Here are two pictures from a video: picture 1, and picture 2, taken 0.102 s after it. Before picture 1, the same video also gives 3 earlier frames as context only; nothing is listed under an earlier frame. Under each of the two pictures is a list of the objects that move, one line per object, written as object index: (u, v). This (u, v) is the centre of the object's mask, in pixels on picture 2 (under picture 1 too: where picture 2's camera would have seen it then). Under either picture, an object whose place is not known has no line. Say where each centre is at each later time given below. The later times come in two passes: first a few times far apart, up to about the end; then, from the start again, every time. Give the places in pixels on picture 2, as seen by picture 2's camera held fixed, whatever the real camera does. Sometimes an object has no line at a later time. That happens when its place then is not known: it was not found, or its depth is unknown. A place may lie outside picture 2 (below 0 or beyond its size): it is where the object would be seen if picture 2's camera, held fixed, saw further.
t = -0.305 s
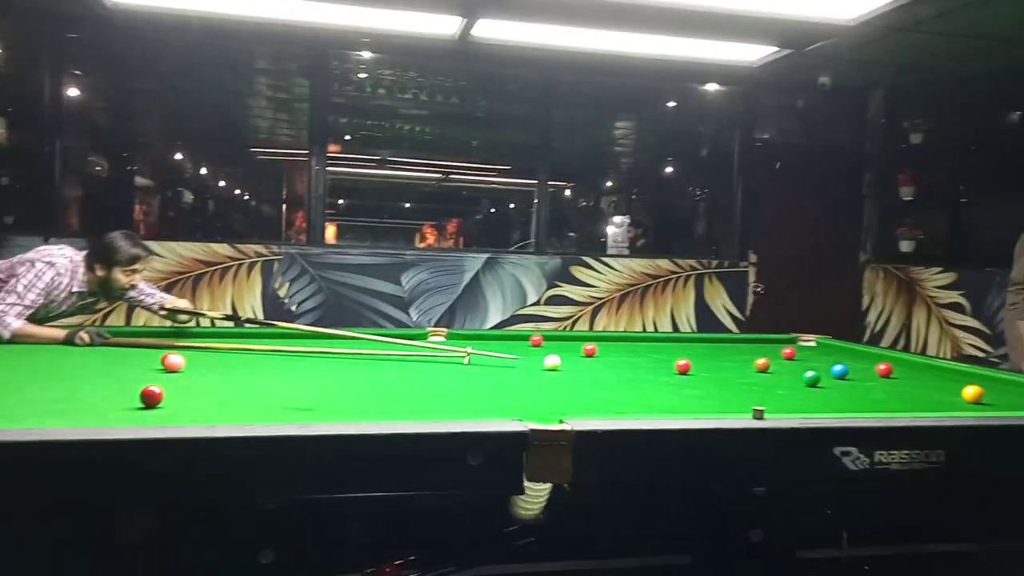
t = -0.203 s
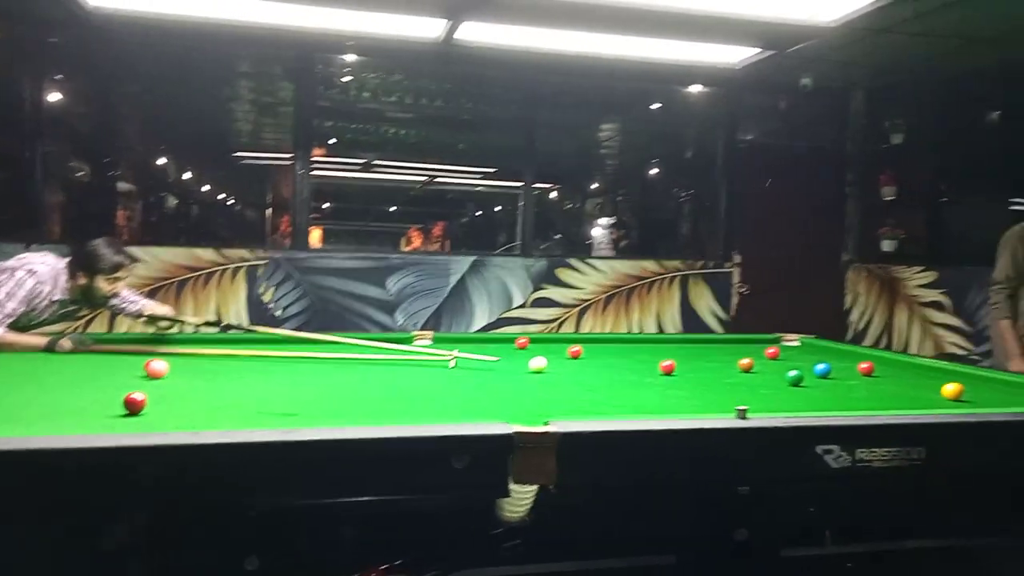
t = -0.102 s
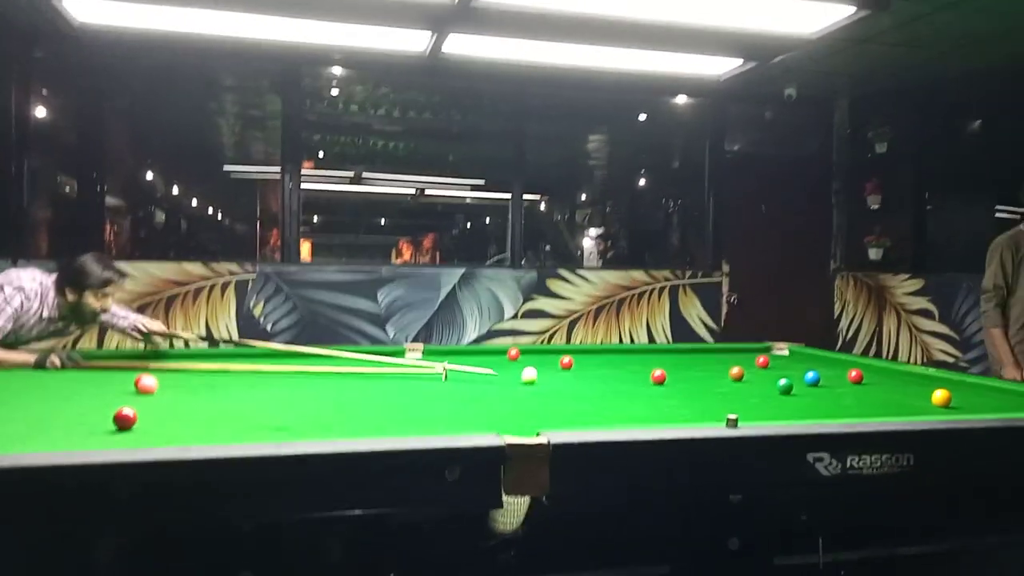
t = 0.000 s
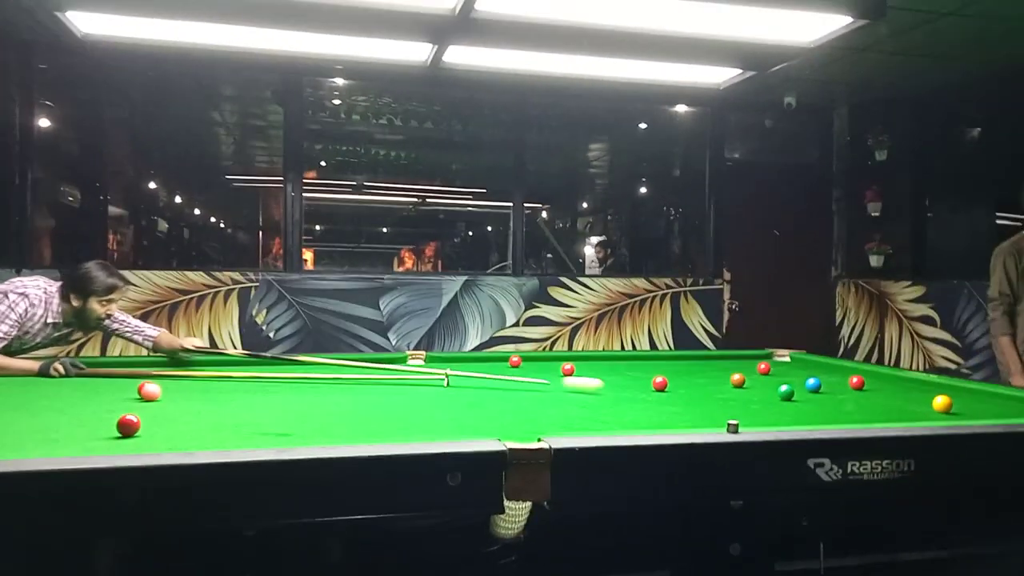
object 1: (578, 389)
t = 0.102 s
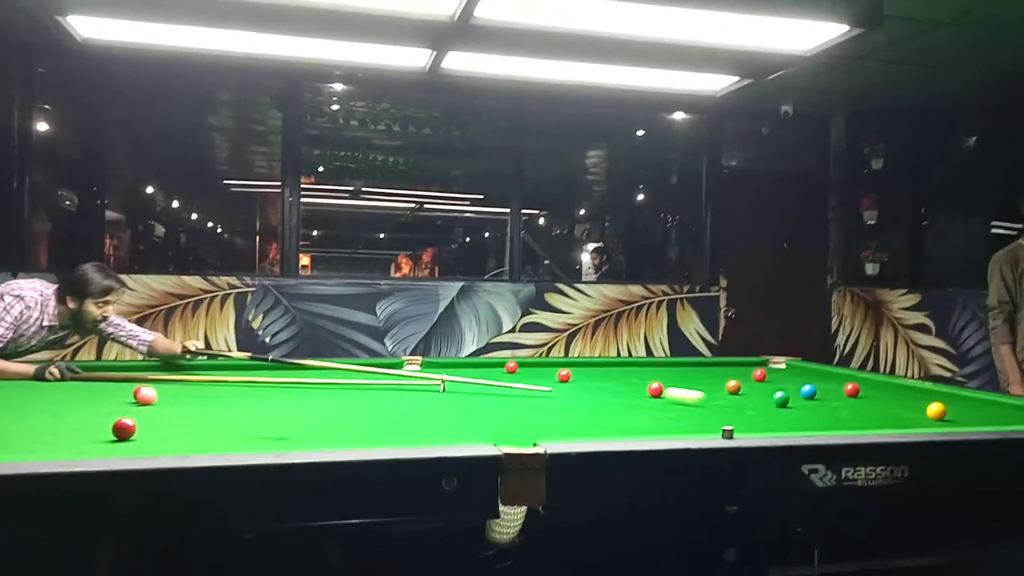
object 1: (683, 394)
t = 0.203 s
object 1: (788, 401)
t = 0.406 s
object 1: (923, 406)
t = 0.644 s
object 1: (973, 404)
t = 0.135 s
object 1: (719, 397)
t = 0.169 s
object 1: (755, 399)
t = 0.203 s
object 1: (788, 401)
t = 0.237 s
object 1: (826, 404)
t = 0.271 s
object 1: (861, 405)
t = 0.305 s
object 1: (894, 407)
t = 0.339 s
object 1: (918, 409)
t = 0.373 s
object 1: (920, 407)
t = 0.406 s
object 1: (923, 406)
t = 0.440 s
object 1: (928, 406)
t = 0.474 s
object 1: (933, 405)
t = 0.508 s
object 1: (939, 405)
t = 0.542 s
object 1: (946, 405)
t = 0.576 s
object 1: (954, 404)
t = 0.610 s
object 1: (964, 404)
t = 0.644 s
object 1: (973, 404)
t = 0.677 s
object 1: (982, 404)
